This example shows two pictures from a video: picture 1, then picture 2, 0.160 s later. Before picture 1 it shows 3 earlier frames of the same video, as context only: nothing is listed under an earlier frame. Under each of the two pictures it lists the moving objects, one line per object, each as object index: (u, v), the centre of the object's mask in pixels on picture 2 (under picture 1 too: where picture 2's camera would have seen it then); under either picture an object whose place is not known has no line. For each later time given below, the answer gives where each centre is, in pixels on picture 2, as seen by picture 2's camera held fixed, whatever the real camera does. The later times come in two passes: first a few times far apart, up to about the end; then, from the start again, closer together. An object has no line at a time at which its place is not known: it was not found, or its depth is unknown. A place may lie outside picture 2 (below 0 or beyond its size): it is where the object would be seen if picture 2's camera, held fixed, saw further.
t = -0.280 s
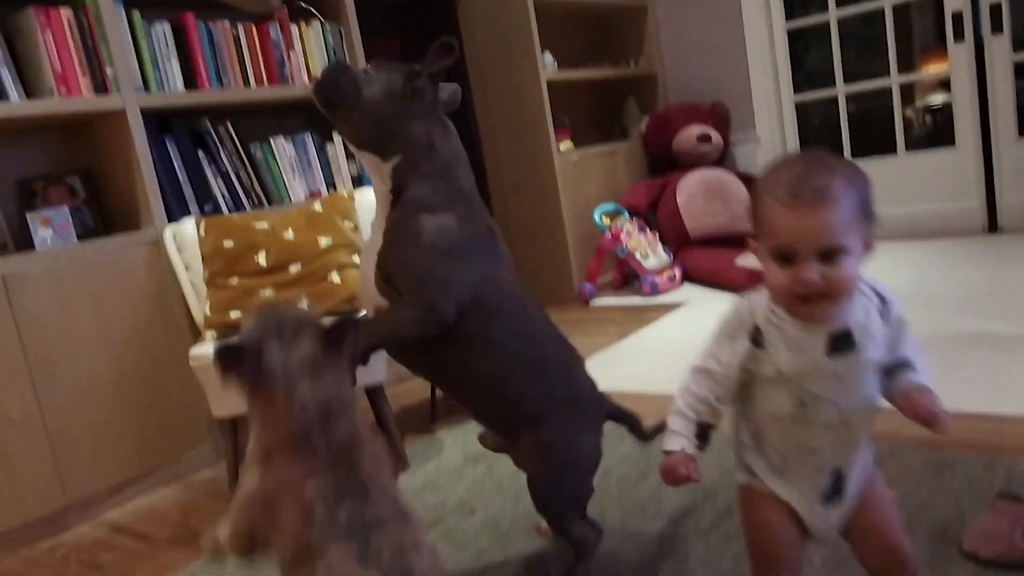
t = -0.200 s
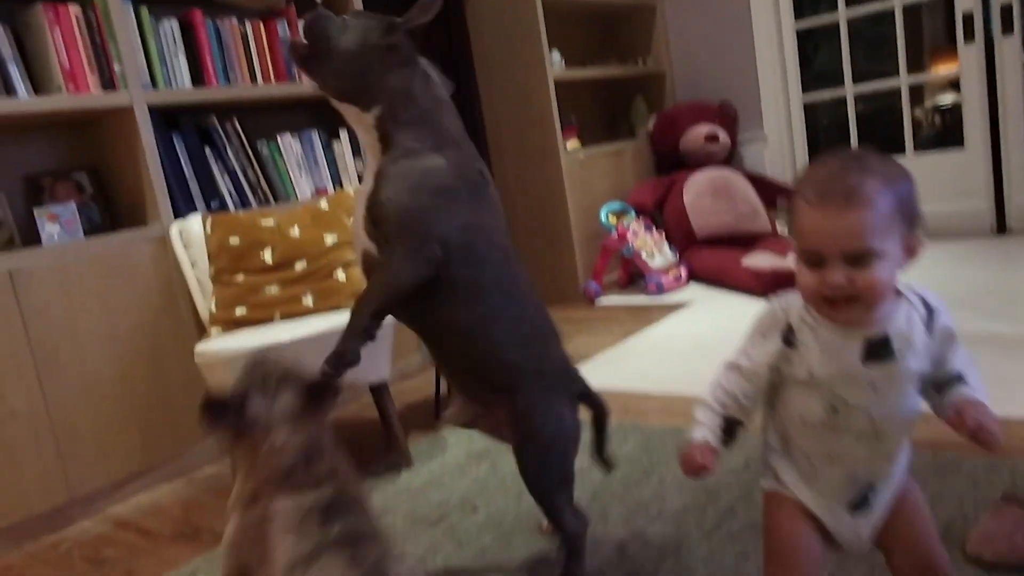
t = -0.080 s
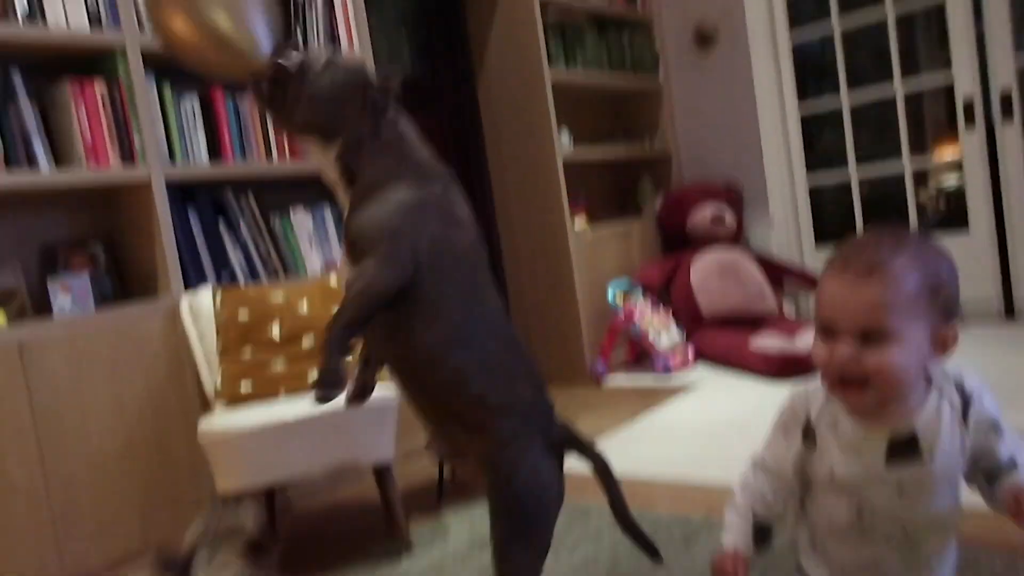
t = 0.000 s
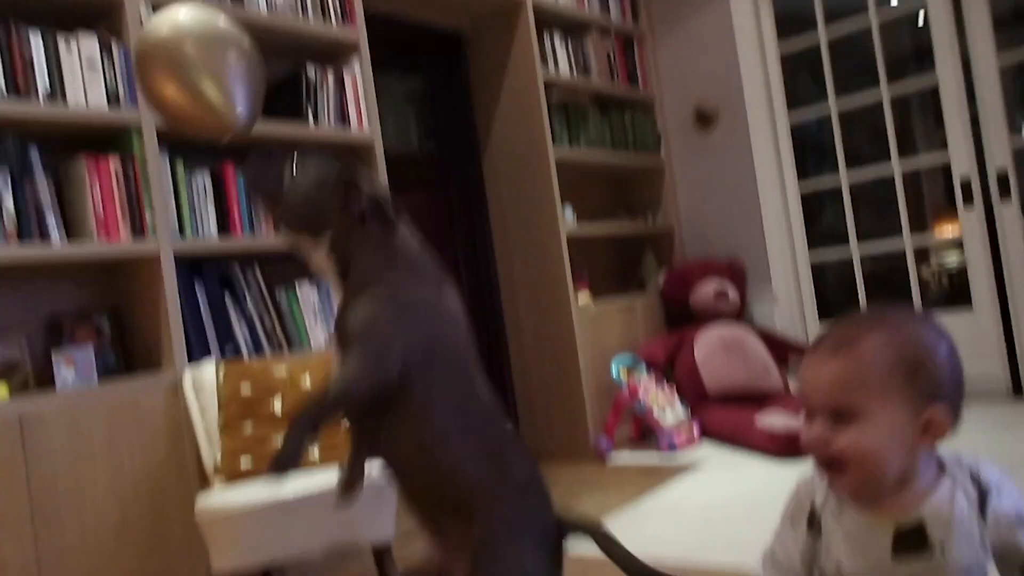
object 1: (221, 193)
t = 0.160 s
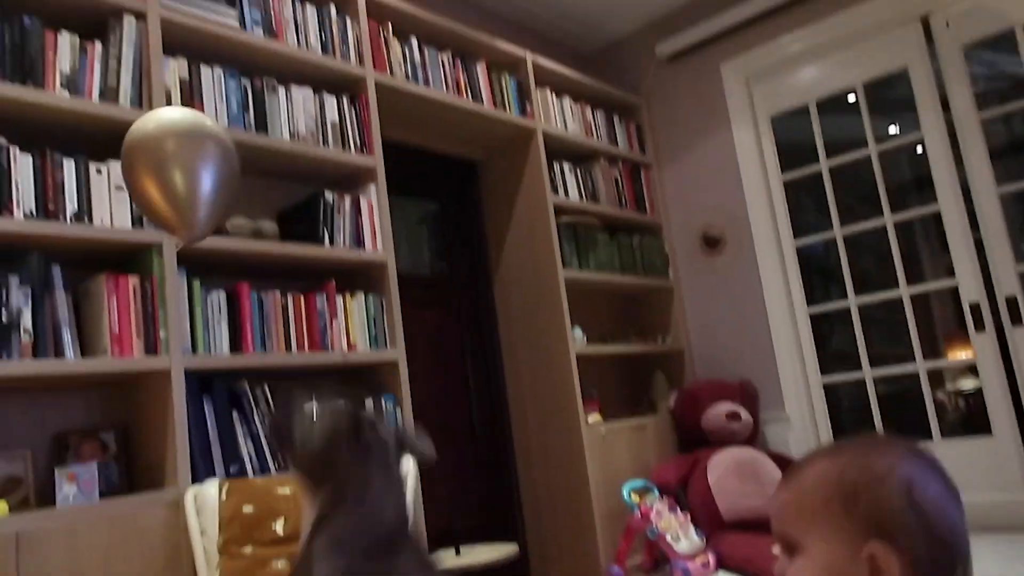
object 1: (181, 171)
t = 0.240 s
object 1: (164, 161)
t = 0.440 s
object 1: (133, 142)
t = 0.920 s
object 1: (97, 119)
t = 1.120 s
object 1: (90, 113)
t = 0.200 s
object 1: (172, 165)
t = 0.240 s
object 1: (164, 161)
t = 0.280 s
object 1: (158, 158)
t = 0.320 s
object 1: (151, 153)
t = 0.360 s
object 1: (145, 149)
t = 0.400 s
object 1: (139, 146)
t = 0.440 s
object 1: (133, 142)
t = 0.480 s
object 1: (128, 139)
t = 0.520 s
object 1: (124, 135)
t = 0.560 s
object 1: (119, 133)
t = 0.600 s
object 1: (115, 131)
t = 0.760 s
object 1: (102, 124)
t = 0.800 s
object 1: (101, 122)
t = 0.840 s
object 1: (99, 121)
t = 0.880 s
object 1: (97, 120)
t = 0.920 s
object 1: (97, 119)
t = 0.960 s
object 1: (95, 118)
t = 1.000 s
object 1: (94, 117)
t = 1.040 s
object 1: (92, 115)
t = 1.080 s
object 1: (91, 115)
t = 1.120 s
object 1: (90, 113)
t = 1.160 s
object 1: (89, 112)
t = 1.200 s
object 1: (89, 112)
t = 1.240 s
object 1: (89, 112)
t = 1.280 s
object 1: (89, 112)
